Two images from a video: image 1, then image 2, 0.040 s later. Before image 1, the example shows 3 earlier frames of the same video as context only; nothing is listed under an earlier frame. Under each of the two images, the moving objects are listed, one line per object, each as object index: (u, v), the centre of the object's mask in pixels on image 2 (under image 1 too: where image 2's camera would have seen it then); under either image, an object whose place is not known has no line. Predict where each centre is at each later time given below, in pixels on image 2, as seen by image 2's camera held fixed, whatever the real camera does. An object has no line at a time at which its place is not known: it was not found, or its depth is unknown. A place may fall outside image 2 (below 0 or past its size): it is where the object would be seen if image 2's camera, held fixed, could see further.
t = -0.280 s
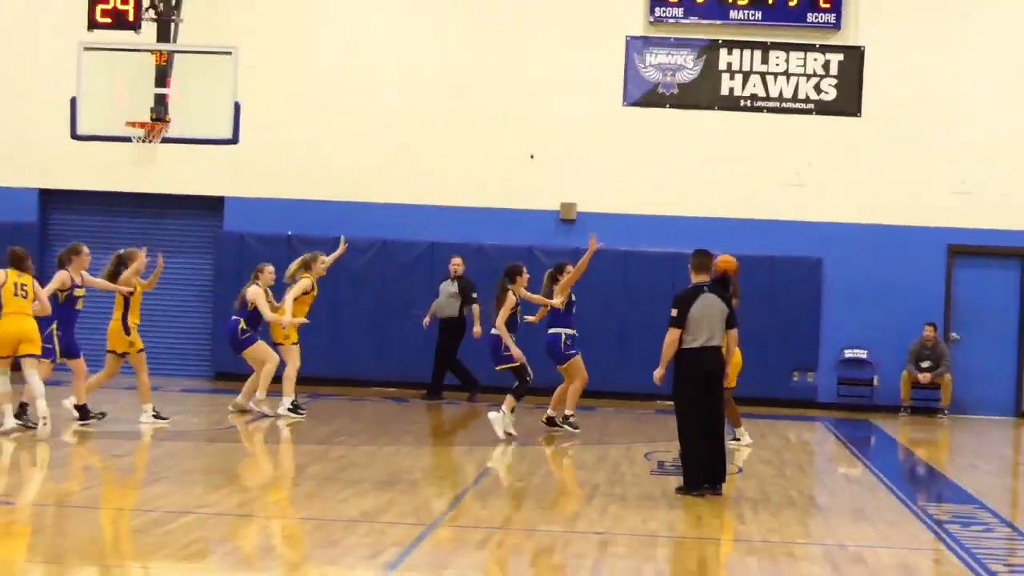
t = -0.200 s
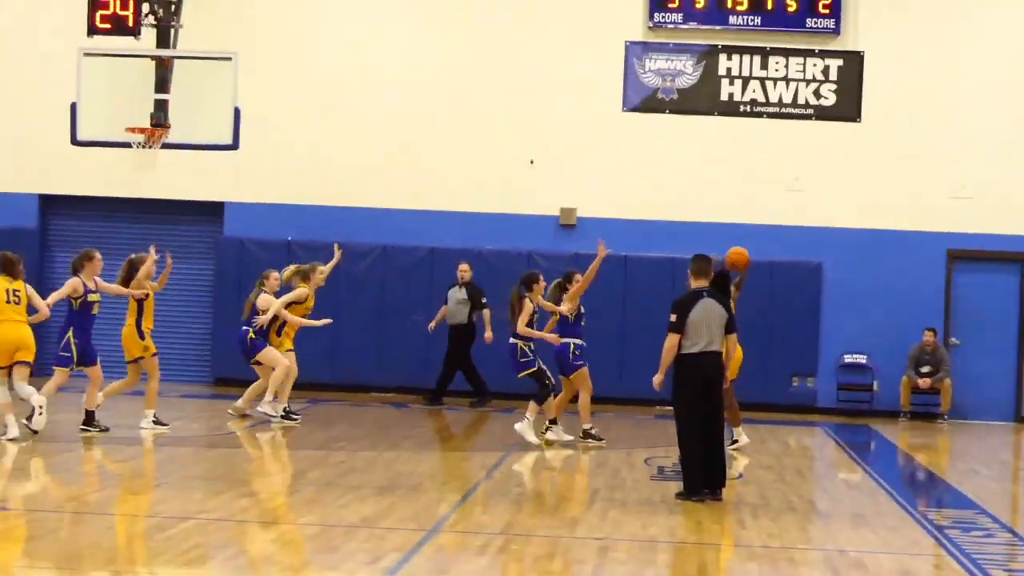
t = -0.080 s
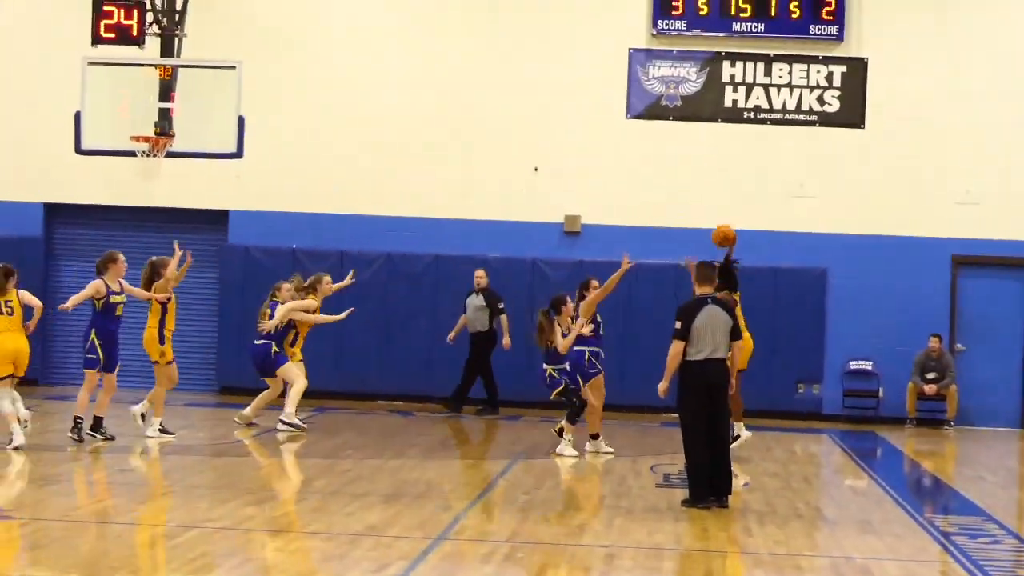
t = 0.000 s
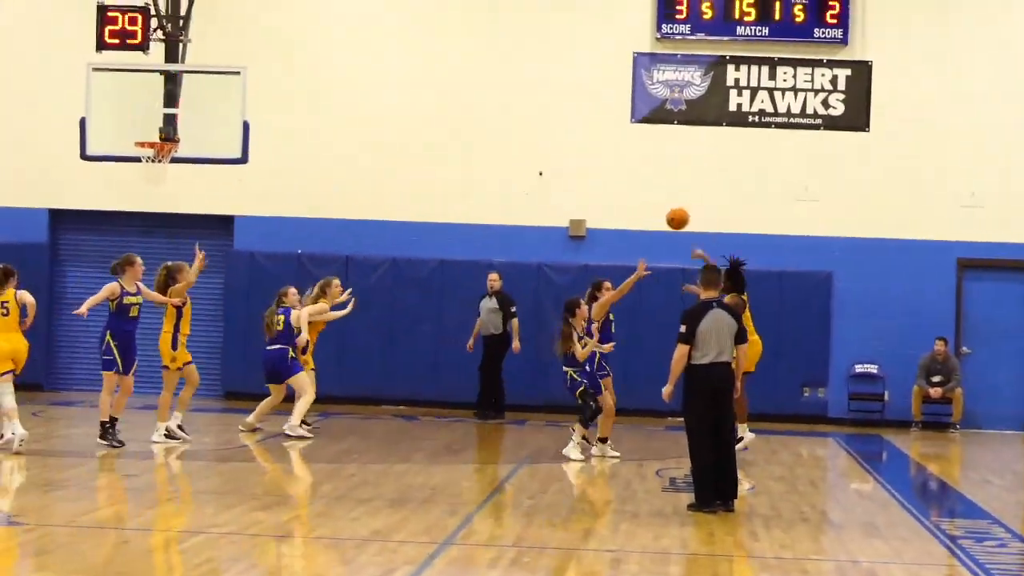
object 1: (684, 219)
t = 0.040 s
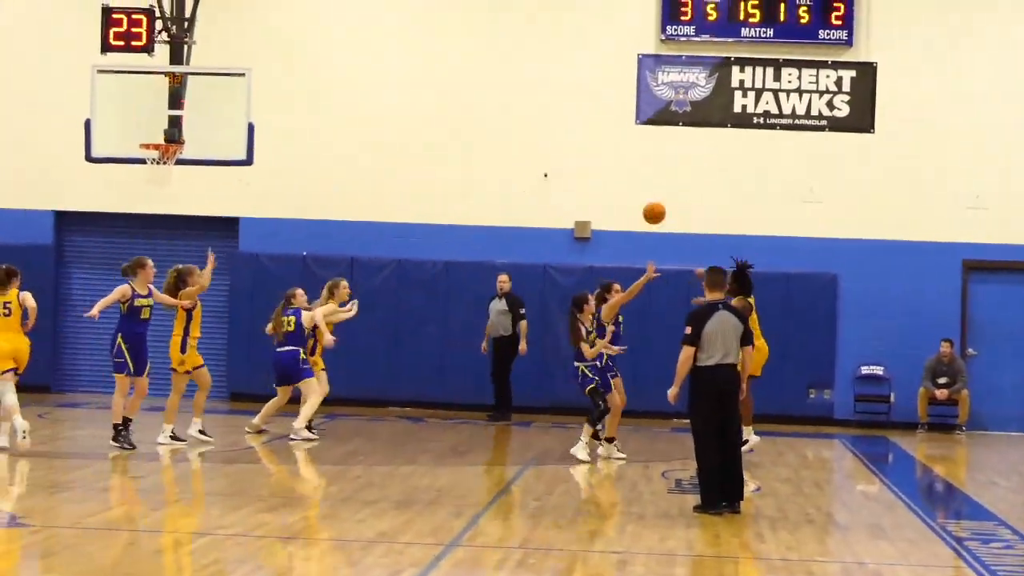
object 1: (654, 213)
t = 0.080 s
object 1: (626, 207)
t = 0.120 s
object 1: (598, 202)
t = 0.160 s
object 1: (571, 200)
